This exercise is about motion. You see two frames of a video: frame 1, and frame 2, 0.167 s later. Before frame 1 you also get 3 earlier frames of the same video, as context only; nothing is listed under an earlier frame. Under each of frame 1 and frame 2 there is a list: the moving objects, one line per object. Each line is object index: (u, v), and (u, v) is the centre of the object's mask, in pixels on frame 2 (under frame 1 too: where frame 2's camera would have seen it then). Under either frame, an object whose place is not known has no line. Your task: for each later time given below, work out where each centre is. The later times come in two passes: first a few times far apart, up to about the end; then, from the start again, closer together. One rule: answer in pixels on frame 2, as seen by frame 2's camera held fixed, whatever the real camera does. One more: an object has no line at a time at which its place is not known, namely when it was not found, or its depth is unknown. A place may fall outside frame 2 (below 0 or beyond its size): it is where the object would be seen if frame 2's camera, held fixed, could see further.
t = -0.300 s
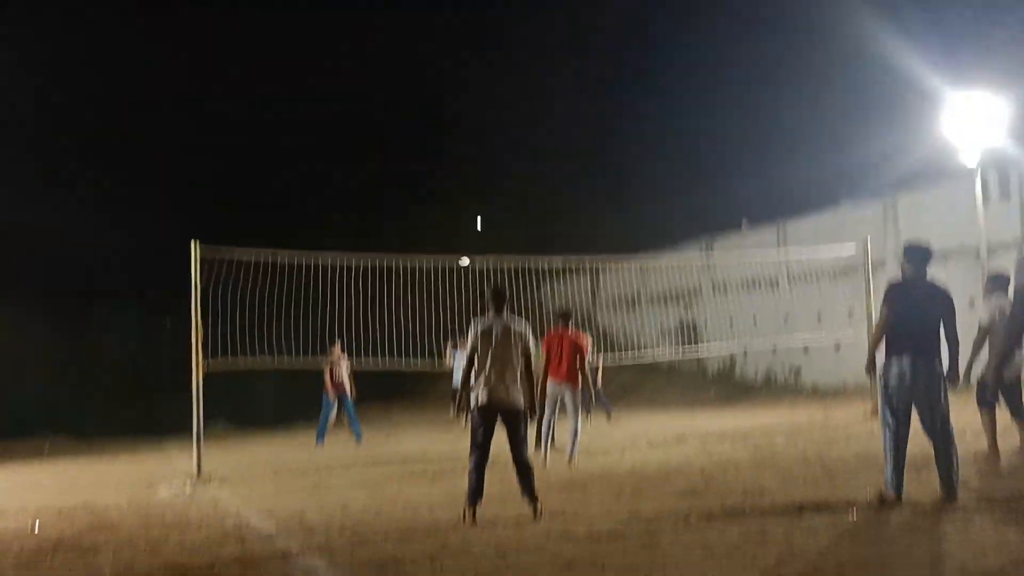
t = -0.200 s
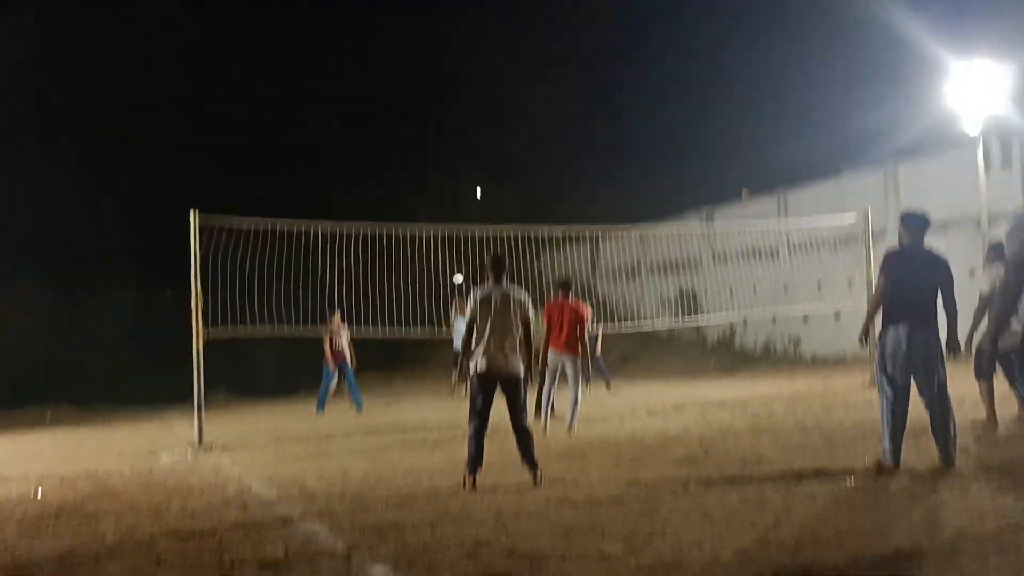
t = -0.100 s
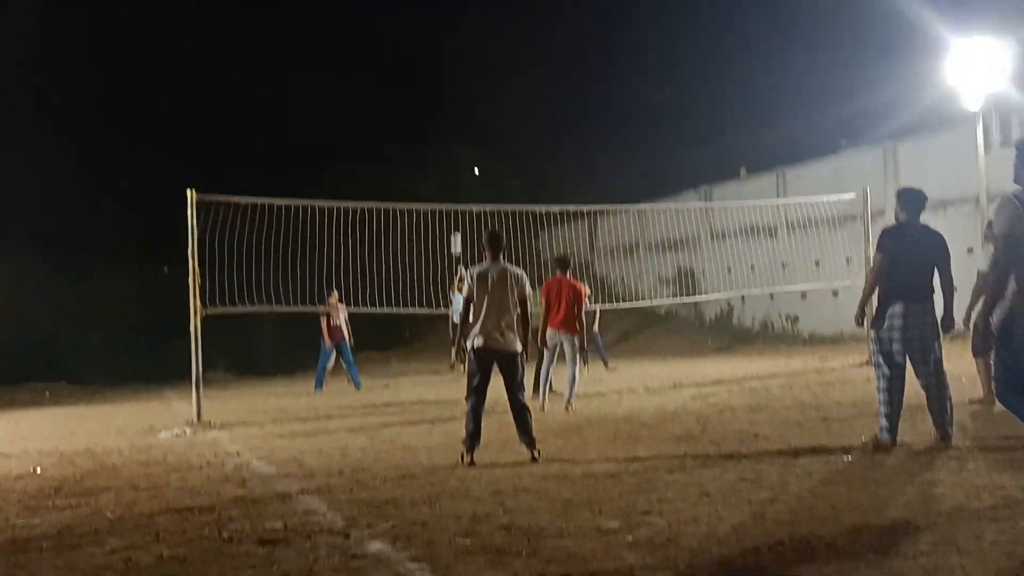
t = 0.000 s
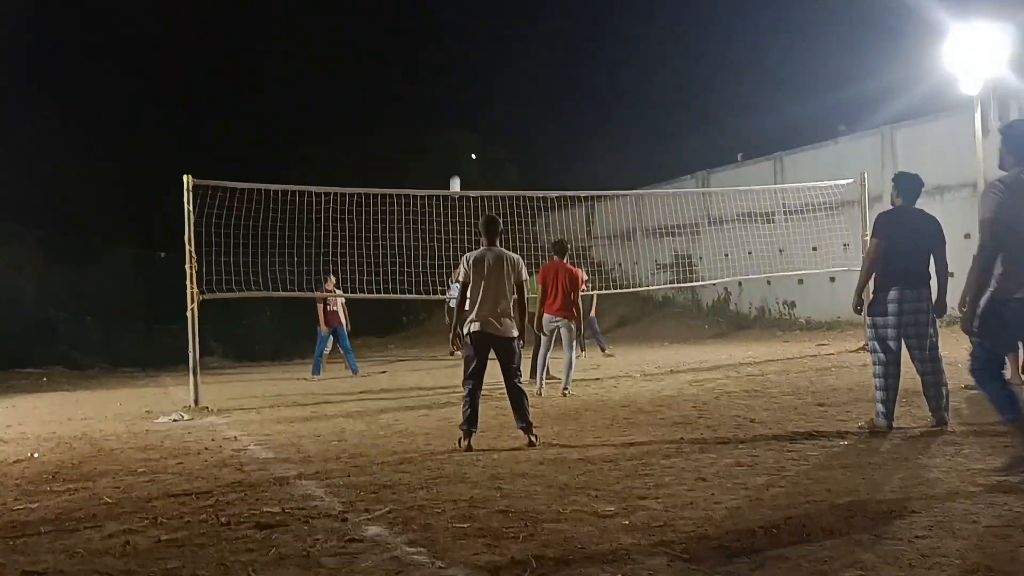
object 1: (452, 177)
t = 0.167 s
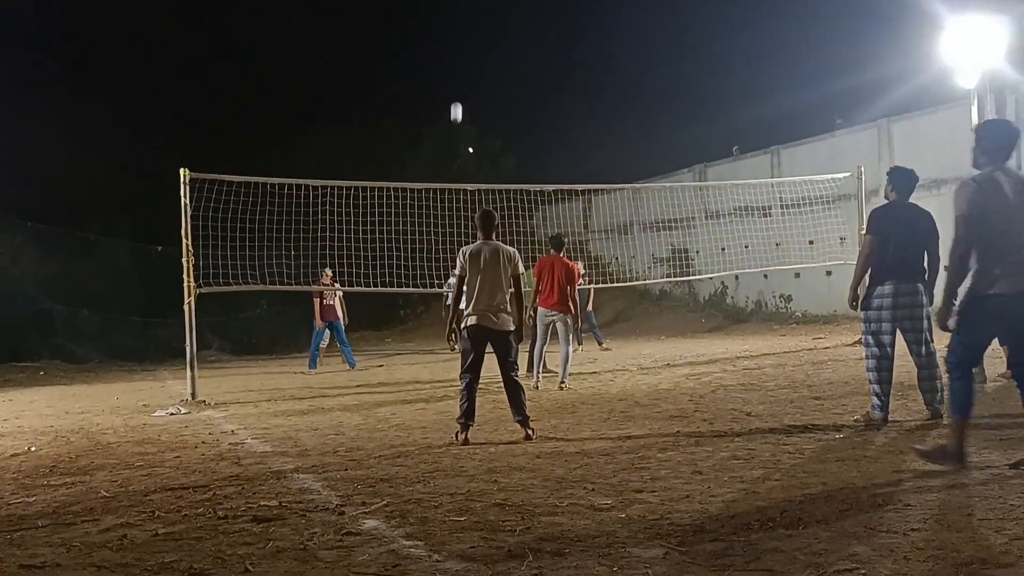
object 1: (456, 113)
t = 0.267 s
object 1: (458, 75)
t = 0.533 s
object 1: (466, -9)
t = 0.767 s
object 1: (479, -55)
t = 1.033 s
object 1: (497, -55)
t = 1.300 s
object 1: (528, 45)
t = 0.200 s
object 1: (457, 100)
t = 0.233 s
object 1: (458, 87)
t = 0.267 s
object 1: (458, 75)
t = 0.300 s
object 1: (459, 63)
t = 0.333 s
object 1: (460, 52)
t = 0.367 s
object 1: (460, 41)
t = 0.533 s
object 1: (466, -9)
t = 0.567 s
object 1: (468, -17)
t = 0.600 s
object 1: (470, -25)
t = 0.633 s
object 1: (471, -32)
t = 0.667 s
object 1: (473, -40)
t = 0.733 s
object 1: (477, -51)
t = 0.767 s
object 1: (479, -55)
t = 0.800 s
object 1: (481, -58)
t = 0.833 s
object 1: (483, -61)
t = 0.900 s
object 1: (487, -64)
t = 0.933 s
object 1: (489, -63)
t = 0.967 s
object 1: (492, -62)
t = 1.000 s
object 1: (494, -59)
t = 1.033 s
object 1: (497, -55)
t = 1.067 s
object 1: (500, -49)
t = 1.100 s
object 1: (504, -42)
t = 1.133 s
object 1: (507, -33)
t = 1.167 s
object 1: (511, -22)
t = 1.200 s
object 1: (515, -9)
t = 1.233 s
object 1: (519, 7)
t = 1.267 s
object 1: (523, 25)
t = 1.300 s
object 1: (528, 45)
